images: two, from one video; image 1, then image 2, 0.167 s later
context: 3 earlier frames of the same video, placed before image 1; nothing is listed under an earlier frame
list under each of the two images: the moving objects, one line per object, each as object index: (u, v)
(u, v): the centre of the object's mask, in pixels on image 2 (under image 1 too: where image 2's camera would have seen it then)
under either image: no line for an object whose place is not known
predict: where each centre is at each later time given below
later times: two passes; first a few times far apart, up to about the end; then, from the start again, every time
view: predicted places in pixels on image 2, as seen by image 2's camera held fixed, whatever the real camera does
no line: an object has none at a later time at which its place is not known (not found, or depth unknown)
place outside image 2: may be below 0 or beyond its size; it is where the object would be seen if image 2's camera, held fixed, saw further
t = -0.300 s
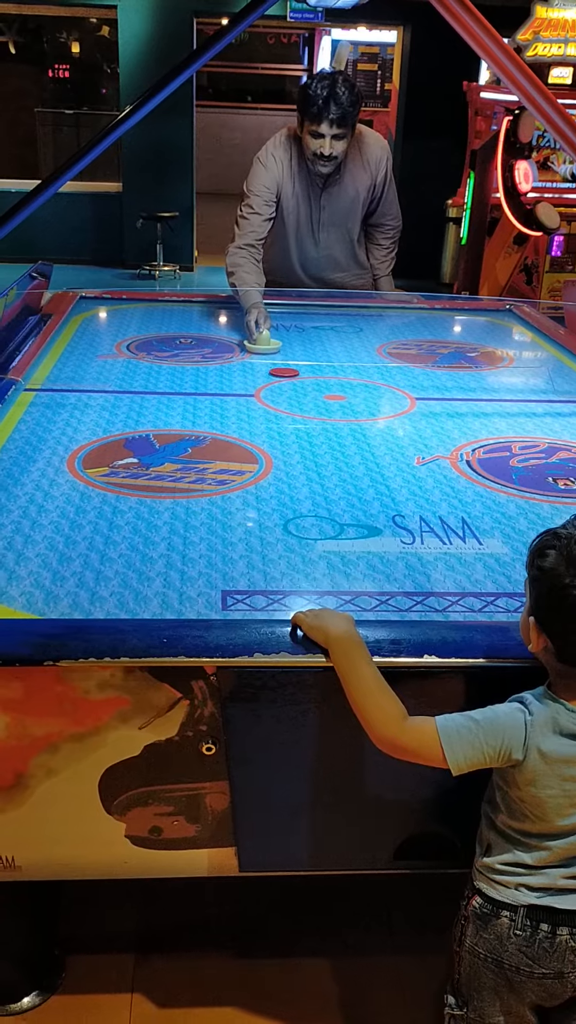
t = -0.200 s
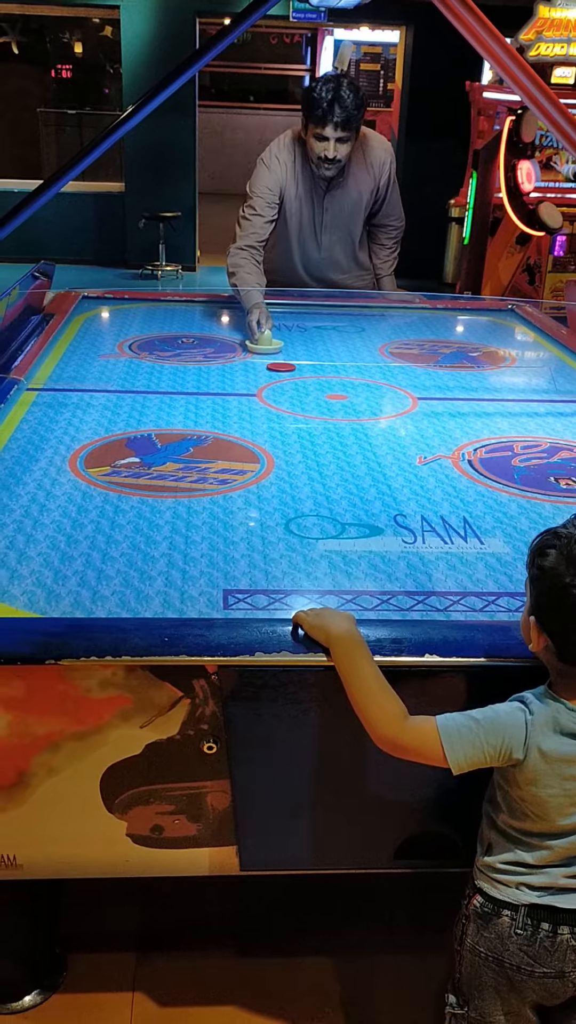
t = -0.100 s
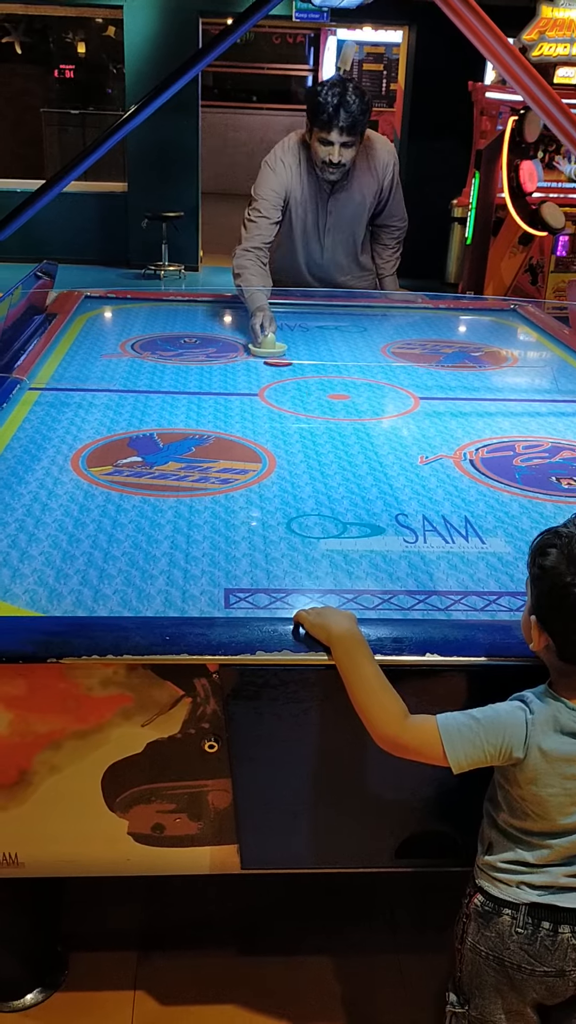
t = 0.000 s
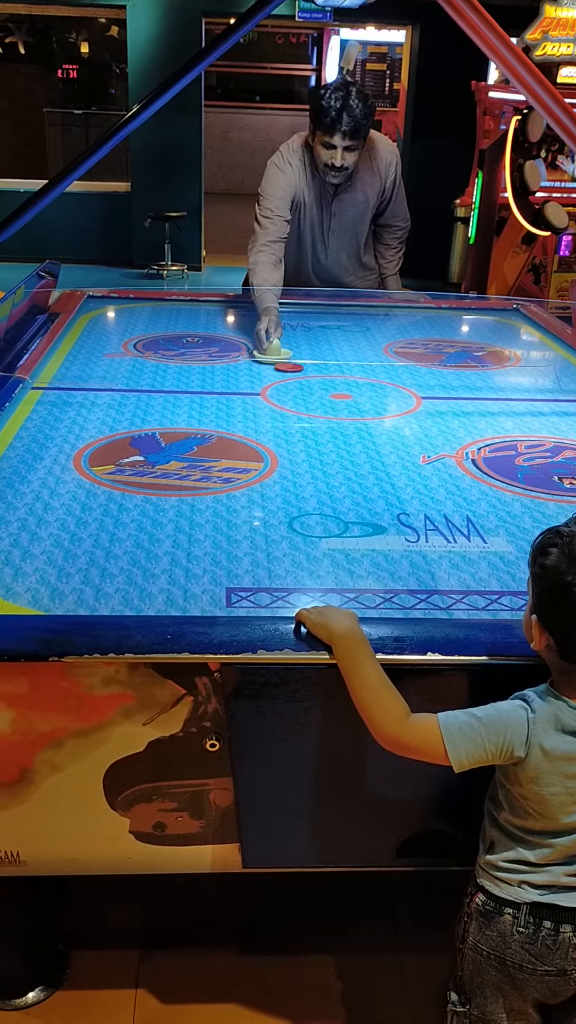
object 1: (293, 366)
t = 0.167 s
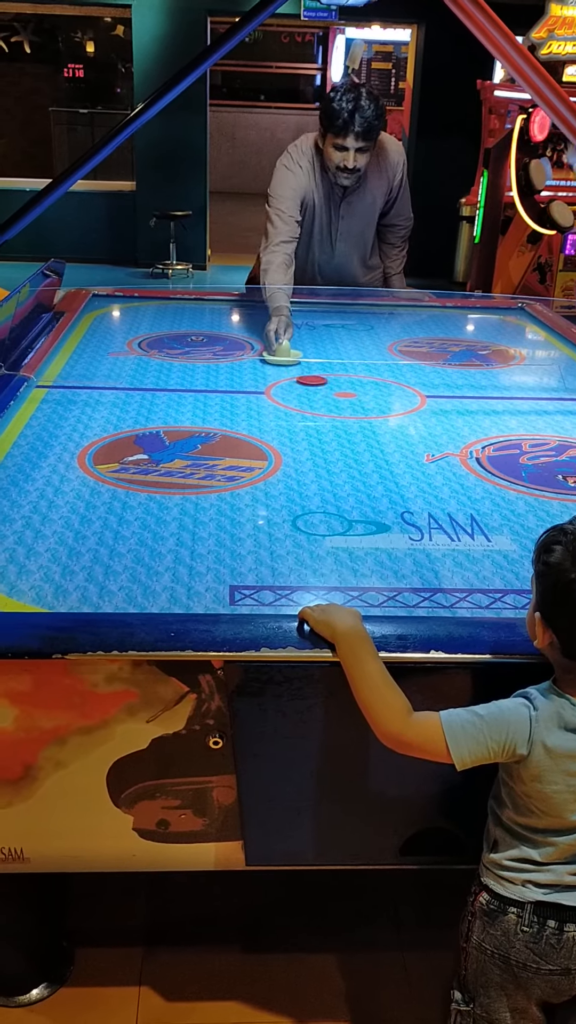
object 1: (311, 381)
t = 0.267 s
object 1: (324, 390)
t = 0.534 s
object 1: (360, 417)
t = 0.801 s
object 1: (403, 448)
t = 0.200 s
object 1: (315, 384)
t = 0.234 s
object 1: (319, 387)
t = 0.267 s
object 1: (324, 390)
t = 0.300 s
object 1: (328, 393)
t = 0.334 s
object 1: (332, 396)
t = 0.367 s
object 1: (337, 399)
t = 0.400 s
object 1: (341, 402)
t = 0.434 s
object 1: (346, 406)
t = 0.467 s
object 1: (350, 409)
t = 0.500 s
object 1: (355, 413)
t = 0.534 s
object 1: (360, 417)
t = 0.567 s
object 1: (365, 420)
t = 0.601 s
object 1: (370, 424)
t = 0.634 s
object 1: (375, 428)
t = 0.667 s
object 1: (381, 432)
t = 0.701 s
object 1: (386, 435)
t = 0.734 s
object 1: (392, 440)
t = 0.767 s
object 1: (398, 443)
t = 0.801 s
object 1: (403, 448)
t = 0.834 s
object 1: (410, 452)
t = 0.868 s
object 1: (416, 456)
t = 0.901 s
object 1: (422, 461)
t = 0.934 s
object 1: (429, 465)
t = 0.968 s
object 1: (436, 470)
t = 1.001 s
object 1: (443, 474)
